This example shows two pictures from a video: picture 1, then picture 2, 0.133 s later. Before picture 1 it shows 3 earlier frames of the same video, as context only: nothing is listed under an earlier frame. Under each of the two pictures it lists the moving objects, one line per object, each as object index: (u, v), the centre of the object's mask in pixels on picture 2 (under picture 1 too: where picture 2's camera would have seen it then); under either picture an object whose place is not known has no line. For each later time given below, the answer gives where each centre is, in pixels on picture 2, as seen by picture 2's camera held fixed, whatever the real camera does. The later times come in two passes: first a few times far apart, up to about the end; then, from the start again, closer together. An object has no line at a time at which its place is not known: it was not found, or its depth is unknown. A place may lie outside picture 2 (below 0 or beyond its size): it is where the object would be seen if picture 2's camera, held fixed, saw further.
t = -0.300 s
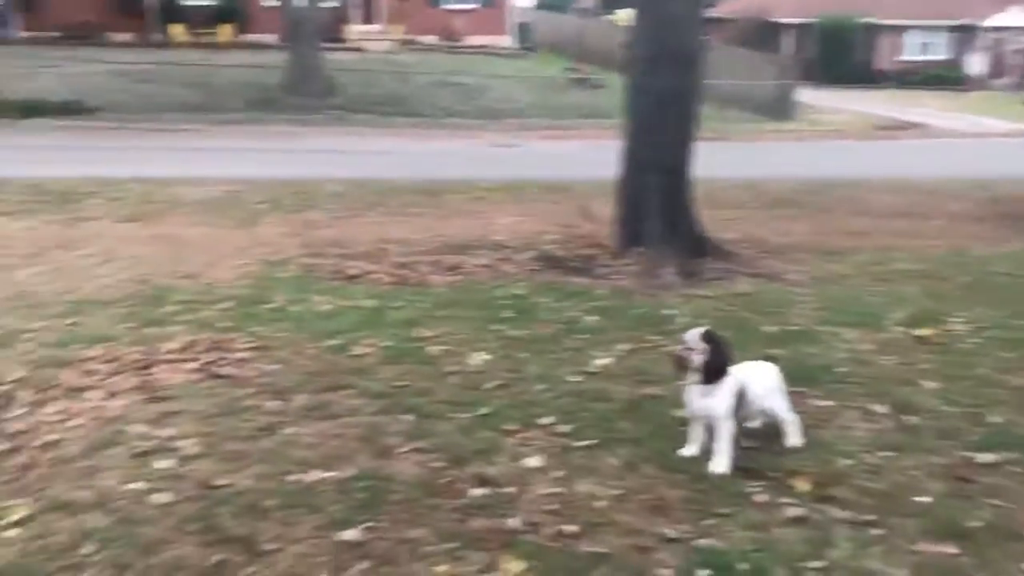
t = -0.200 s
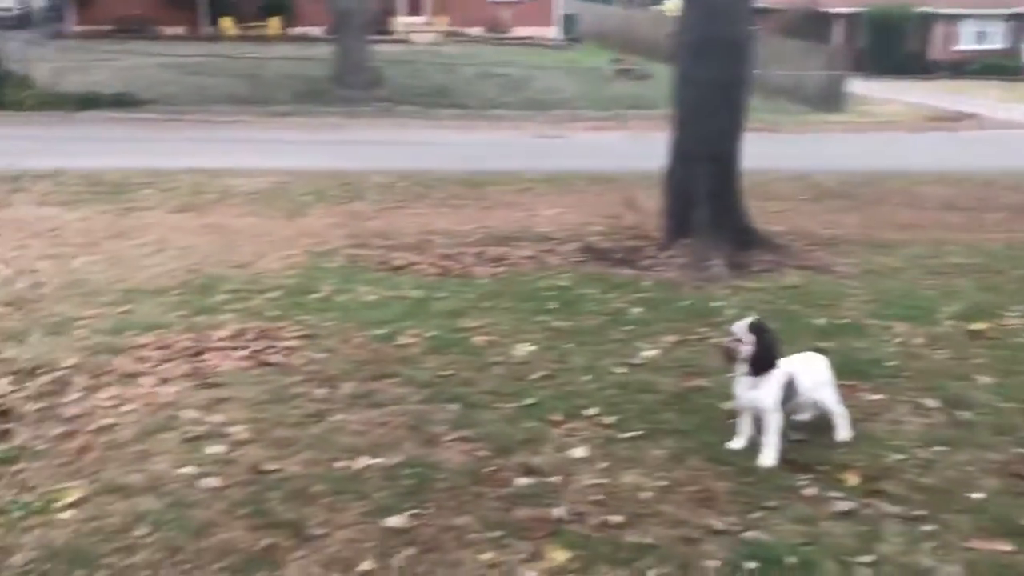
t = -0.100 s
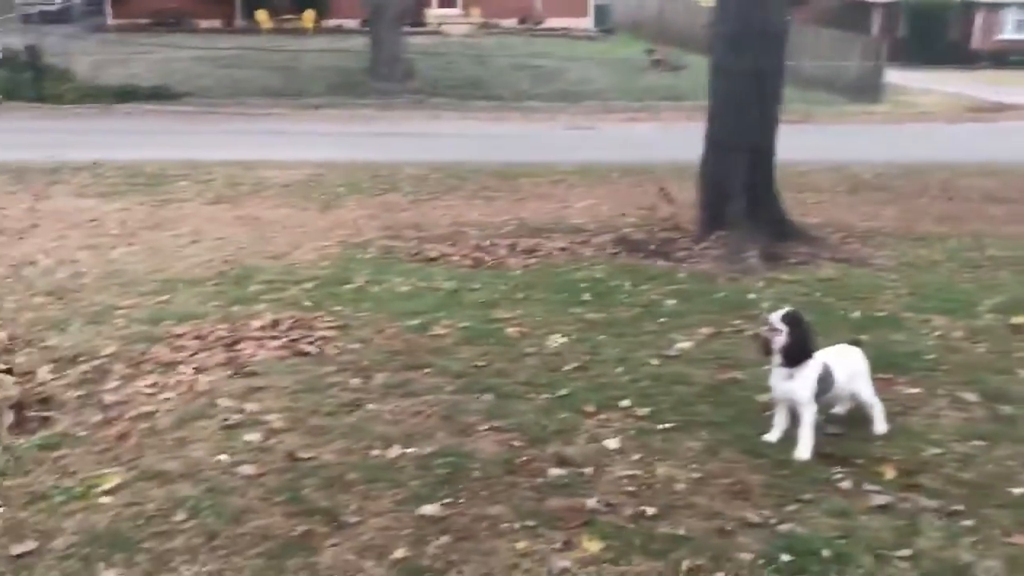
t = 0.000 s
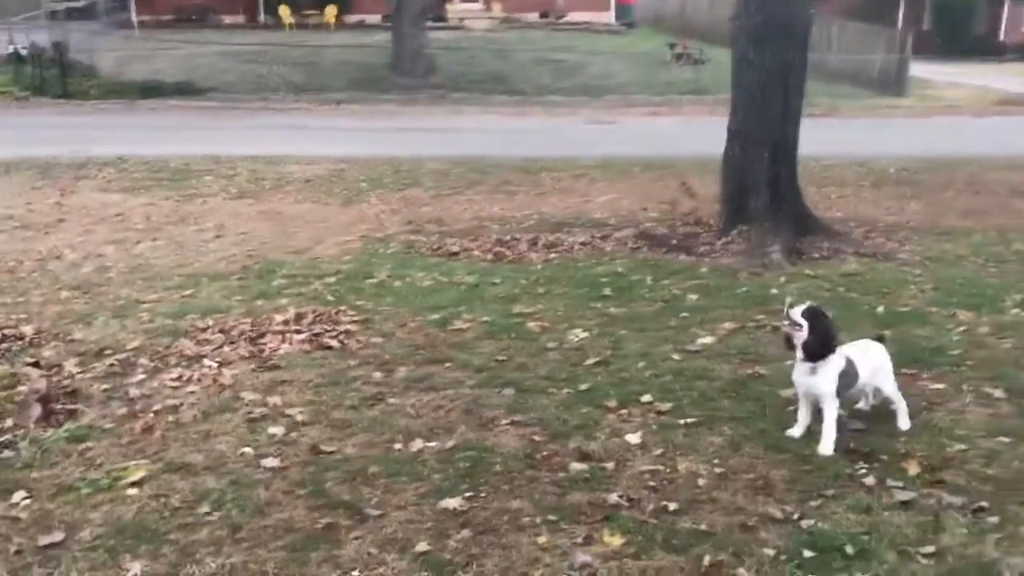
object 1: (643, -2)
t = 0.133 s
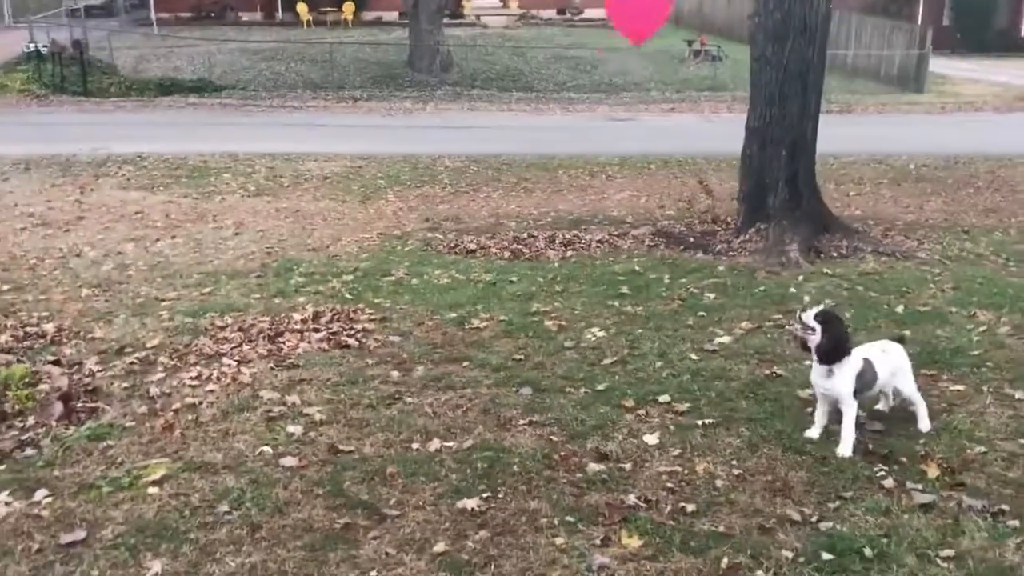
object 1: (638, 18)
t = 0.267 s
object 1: (626, 30)
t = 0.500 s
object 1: (593, 89)
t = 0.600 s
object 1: (579, 121)
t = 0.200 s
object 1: (634, 21)
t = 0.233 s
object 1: (630, 25)
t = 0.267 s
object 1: (626, 30)
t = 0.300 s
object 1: (622, 35)
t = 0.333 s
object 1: (617, 41)
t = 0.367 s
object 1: (612, 52)
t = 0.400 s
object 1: (608, 59)
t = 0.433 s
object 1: (603, 69)
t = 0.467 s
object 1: (598, 79)
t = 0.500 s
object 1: (593, 89)
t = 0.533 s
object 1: (589, 100)
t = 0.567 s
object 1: (584, 111)
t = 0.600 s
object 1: (579, 121)
